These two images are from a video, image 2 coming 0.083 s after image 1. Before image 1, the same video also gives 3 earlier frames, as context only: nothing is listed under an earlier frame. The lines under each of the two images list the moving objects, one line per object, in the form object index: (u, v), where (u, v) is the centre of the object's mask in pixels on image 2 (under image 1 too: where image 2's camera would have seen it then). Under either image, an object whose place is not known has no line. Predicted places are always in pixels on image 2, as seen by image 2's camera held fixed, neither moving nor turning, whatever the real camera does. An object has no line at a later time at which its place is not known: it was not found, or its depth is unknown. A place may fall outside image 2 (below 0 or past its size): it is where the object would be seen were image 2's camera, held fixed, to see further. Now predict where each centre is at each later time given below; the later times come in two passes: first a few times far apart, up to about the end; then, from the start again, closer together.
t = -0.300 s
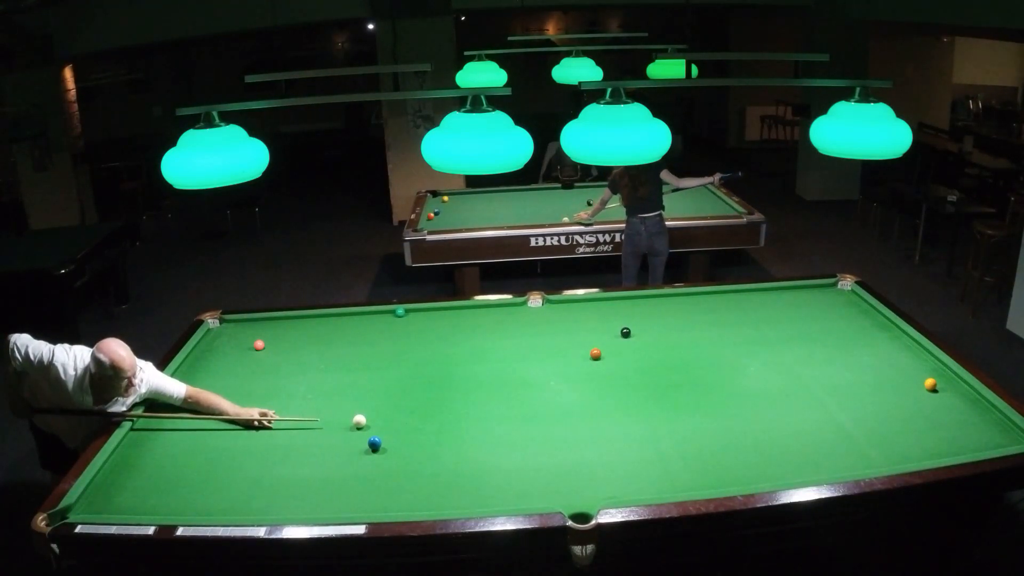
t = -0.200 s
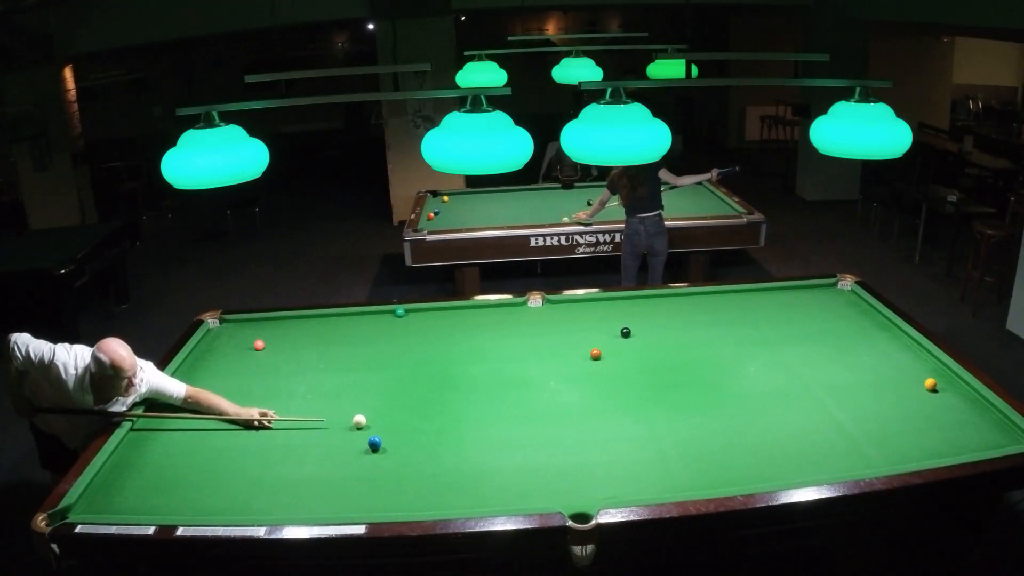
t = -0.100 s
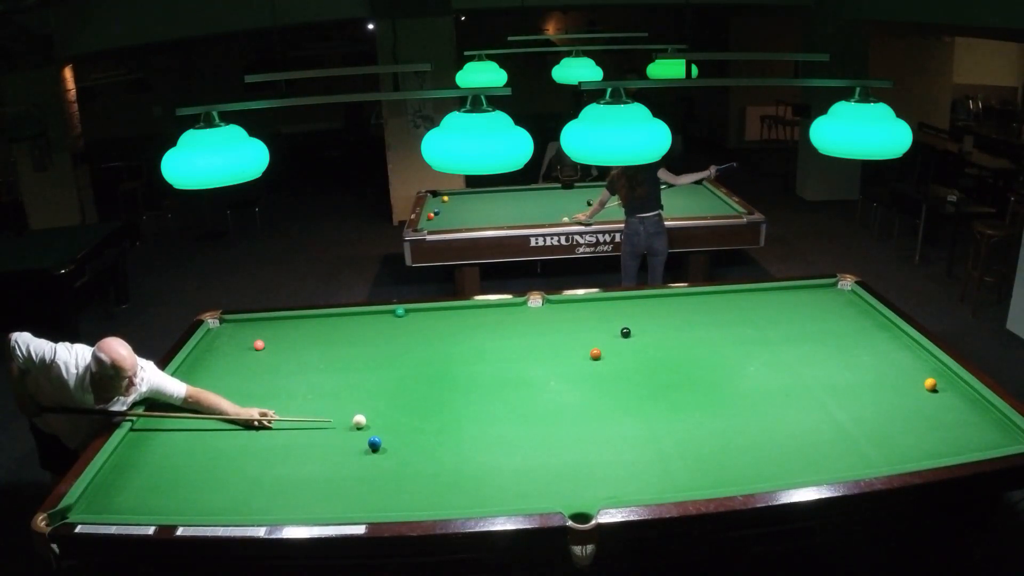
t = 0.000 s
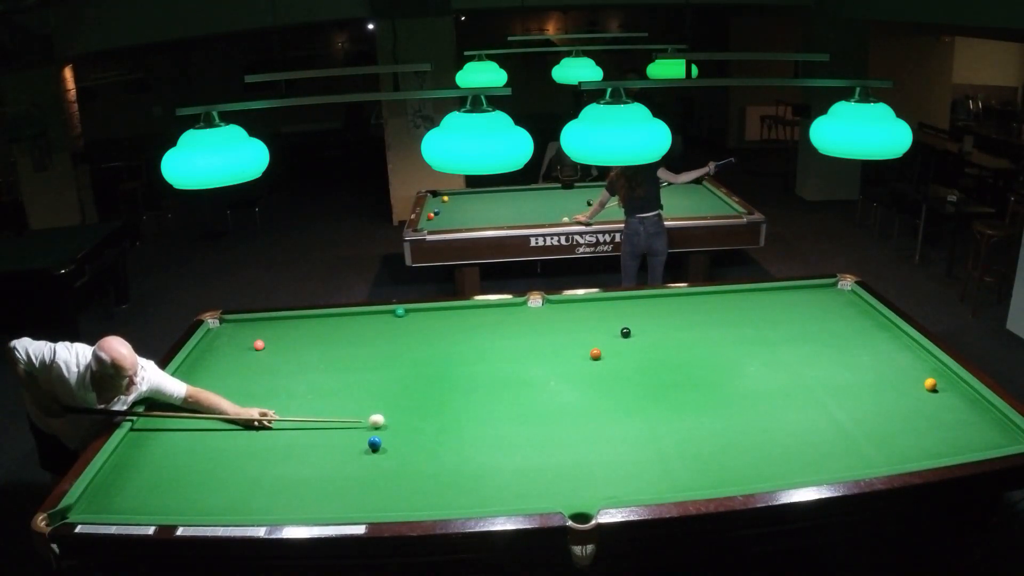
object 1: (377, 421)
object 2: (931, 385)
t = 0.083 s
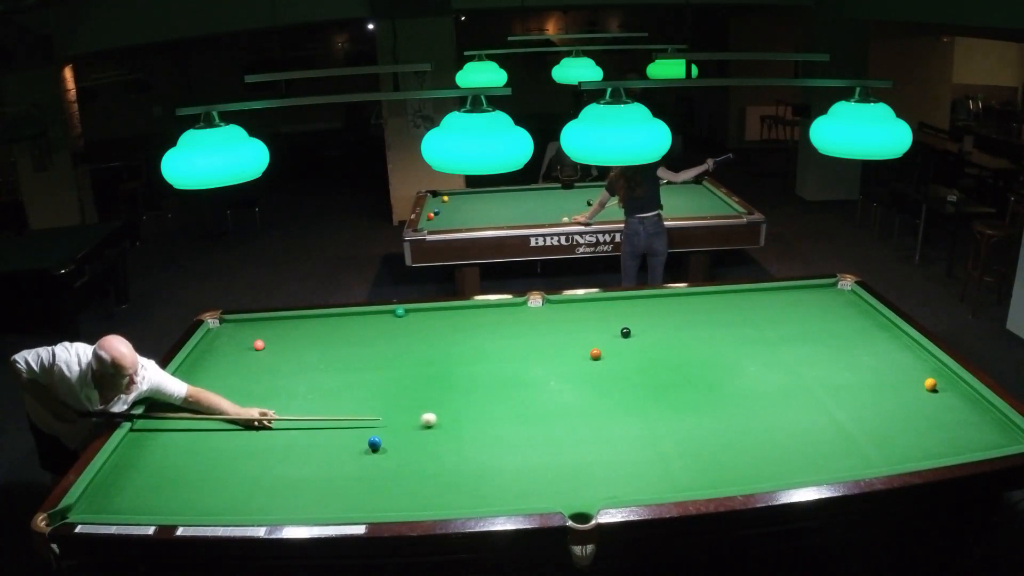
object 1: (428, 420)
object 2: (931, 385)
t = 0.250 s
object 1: (517, 417)
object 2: (931, 385)
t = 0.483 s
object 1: (629, 412)
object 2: (931, 385)
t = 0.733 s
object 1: (744, 405)
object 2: (931, 385)
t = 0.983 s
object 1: (849, 397)
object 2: (931, 385)
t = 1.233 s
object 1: (941, 391)
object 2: (931, 382)
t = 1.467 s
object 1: (962, 405)
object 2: (936, 368)
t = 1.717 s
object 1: (926, 424)
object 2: (926, 359)
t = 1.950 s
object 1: (889, 444)
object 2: (909, 354)
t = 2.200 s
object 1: (846, 465)
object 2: (892, 349)
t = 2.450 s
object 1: (796, 472)
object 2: (877, 345)
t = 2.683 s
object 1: (748, 469)
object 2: (864, 341)
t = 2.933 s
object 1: (698, 465)
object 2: (851, 337)
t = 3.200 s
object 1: (648, 461)
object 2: (840, 333)
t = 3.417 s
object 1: (608, 458)
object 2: (832, 331)
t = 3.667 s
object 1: (565, 454)
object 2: (824, 328)
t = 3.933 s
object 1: (522, 449)
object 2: (816, 325)
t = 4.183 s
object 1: (485, 445)
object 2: (810, 323)
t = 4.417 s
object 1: (452, 442)
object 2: (806, 322)
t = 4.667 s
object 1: (420, 438)
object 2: (802, 320)
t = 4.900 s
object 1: (393, 434)
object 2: (800, 319)
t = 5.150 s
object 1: (365, 430)
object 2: (799, 319)
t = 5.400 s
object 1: (340, 428)
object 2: (799, 318)
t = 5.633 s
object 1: (319, 425)
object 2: (798, 318)
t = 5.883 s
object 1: (298, 422)
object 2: (799, 318)
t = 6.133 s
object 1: (280, 420)
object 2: (799, 318)
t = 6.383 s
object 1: (263, 417)
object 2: (798, 318)
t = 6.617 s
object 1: (249, 415)
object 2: (798, 318)
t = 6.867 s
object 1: (236, 413)
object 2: (798, 318)
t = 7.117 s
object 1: (224, 411)
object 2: (798, 318)
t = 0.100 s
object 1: (438, 420)
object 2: (931, 385)
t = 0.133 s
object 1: (457, 419)
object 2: (931, 385)
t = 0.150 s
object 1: (466, 419)
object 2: (931, 385)
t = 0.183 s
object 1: (484, 419)
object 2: (931, 385)
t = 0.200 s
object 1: (492, 418)
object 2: (931, 385)
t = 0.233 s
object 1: (508, 418)
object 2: (931, 385)
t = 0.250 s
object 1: (517, 417)
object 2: (931, 385)
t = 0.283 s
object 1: (533, 417)
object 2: (931, 385)
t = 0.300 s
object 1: (541, 416)
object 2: (931, 385)
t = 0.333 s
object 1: (557, 416)
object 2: (931, 385)
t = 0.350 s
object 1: (565, 415)
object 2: (931, 385)
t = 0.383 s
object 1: (581, 414)
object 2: (931, 385)
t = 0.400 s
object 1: (589, 414)
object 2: (931, 385)
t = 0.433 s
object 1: (605, 413)
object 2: (931, 385)
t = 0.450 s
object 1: (613, 413)
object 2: (931, 385)
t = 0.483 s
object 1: (629, 412)
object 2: (931, 385)
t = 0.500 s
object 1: (637, 412)
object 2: (931, 385)
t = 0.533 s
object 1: (653, 411)
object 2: (931, 385)
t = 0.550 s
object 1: (661, 411)
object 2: (931, 385)
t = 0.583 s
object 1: (676, 410)
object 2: (931, 385)
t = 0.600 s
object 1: (684, 409)
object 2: (931, 385)
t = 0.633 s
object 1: (699, 408)
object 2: (931, 385)
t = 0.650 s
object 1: (707, 407)
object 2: (931, 385)
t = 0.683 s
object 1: (722, 406)
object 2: (931, 385)
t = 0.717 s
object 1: (737, 405)
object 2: (931, 385)
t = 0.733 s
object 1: (744, 405)
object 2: (931, 385)
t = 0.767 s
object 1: (758, 404)
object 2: (931, 385)
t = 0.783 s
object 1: (766, 404)
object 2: (931, 385)
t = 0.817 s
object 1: (780, 403)
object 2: (931, 385)
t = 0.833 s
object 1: (787, 402)
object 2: (931, 385)
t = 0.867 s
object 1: (801, 401)
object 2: (931, 385)
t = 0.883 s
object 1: (808, 400)
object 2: (931, 385)
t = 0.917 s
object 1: (822, 399)
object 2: (931, 385)
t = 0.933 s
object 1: (828, 399)
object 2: (931, 385)
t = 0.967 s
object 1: (842, 398)
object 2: (931, 385)
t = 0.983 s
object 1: (849, 397)
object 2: (931, 385)
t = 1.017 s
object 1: (862, 396)
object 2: (931, 385)
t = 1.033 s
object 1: (868, 396)
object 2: (931, 385)
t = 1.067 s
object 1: (881, 395)
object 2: (931, 385)
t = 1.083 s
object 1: (887, 394)
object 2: (931, 385)
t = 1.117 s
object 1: (900, 393)
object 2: (931, 385)
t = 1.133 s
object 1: (906, 392)
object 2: (931, 385)
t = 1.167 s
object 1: (918, 391)
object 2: (931, 385)
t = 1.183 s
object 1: (924, 391)
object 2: (932, 385)
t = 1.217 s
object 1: (936, 391)
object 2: (930, 382)
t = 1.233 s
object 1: (941, 391)
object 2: (931, 382)
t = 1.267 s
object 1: (951, 393)
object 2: (933, 380)
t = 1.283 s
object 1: (957, 394)
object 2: (933, 379)
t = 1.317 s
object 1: (968, 395)
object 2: (934, 376)
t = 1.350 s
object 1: (979, 397)
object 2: (934, 375)
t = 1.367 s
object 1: (976, 398)
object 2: (934, 373)
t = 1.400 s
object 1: (971, 400)
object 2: (935, 372)
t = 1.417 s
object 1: (968, 401)
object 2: (935, 371)
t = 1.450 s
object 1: (964, 404)
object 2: (936, 369)
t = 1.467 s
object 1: (962, 405)
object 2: (936, 368)
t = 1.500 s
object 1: (957, 408)
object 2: (937, 366)
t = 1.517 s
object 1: (955, 409)
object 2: (937, 365)
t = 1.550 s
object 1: (950, 411)
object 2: (938, 363)
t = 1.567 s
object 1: (948, 413)
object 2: (938, 363)
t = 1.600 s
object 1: (943, 415)
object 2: (935, 362)
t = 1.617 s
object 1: (941, 416)
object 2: (934, 361)
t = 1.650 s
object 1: (936, 419)
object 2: (931, 361)
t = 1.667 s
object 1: (934, 420)
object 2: (930, 360)
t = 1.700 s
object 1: (929, 423)
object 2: (927, 359)
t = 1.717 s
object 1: (926, 424)
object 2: (926, 359)
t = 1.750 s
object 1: (921, 427)
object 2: (923, 358)
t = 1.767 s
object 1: (919, 428)
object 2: (922, 358)
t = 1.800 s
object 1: (913, 431)
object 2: (920, 357)
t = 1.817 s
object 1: (911, 432)
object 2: (918, 357)
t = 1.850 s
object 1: (906, 435)
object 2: (916, 356)
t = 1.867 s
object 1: (903, 437)
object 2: (915, 356)
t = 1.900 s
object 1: (898, 439)
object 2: (912, 355)
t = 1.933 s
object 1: (892, 442)
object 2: (910, 355)
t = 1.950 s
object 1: (889, 444)
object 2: (909, 354)
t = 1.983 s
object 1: (884, 446)
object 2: (906, 353)
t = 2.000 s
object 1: (881, 448)
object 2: (905, 353)
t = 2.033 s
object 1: (876, 450)
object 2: (903, 352)
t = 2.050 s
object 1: (873, 452)
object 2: (902, 352)
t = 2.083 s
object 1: (867, 455)
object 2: (900, 351)
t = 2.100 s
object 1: (864, 456)
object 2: (899, 351)
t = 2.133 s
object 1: (859, 459)
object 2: (896, 351)
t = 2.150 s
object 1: (856, 460)
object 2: (895, 350)
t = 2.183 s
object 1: (849, 464)
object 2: (893, 350)
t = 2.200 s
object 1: (846, 465)
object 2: (892, 349)
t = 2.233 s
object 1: (840, 467)
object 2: (890, 349)
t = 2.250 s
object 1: (837, 468)
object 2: (889, 348)
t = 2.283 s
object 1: (831, 470)
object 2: (887, 348)
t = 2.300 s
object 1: (828, 472)
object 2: (886, 347)
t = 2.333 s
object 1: (821, 472)
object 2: (884, 347)
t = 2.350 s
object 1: (817, 471)
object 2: (882, 347)
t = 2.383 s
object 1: (810, 471)
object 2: (881, 346)
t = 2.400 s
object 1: (807, 471)
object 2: (880, 346)
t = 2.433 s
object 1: (799, 472)
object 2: (878, 345)
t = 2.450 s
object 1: (796, 472)
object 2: (877, 345)
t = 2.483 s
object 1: (789, 471)
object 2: (875, 344)
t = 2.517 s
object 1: (782, 471)
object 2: (873, 344)
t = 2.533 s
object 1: (779, 471)
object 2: (872, 343)
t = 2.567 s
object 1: (772, 470)
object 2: (870, 343)
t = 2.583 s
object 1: (769, 470)
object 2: (869, 343)
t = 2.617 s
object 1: (762, 470)
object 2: (867, 342)
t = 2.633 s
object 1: (758, 470)
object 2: (867, 342)
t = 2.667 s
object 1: (751, 469)
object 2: (865, 341)
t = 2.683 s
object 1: (748, 469)
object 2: (864, 341)
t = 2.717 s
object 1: (741, 468)
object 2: (862, 340)
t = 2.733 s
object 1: (738, 468)
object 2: (861, 340)
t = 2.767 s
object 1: (731, 467)
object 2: (860, 340)
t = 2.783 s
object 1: (728, 467)
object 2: (859, 339)
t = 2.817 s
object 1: (721, 467)
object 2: (857, 339)
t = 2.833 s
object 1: (718, 466)
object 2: (856, 339)
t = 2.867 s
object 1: (712, 466)
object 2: (855, 338)
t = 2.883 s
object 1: (708, 466)
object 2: (854, 338)
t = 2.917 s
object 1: (702, 465)
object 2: (852, 337)
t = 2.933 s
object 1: (698, 465)
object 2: (851, 337)
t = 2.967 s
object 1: (692, 465)
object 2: (850, 337)
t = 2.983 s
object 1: (689, 464)
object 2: (849, 336)
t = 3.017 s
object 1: (682, 464)
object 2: (848, 336)
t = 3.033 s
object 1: (679, 463)
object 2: (847, 336)
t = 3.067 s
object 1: (673, 463)
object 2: (845, 335)
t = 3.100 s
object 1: (666, 463)
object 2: (844, 335)
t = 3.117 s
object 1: (663, 462)
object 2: (843, 334)
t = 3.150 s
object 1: (657, 462)
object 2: (842, 334)
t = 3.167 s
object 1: (654, 462)
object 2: (842, 334)
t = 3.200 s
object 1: (648, 461)
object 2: (840, 333)
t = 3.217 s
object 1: (644, 461)
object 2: (839, 333)
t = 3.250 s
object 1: (638, 460)
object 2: (838, 333)
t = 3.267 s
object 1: (635, 460)
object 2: (837, 333)
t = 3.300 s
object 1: (629, 459)
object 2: (836, 332)
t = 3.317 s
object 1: (626, 459)
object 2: (835, 332)
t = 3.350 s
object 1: (620, 458)
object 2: (834, 331)
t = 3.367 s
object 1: (617, 458)
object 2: (834, 331)
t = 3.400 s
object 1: (611, 458)
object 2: (832, 331)
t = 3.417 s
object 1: (608, 458)
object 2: (832, 331)
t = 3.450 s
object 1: (602, 457)
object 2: (831, 330)
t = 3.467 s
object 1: (599, 457)
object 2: (830, 330)
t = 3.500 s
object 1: (594, 456)
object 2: (829, 330)
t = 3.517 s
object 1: (591, 456)
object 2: (828, 329)
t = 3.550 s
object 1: (585, 456)
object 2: (827, 329)
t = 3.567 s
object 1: (582, 455)
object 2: (827, 329)
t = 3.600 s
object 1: (576, 455)
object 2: (826, 328)
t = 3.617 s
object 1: (574, 455)
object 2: (825, 328)
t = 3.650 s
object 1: (568, 453)
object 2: (824, 328)
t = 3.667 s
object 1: (565, 454)
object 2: (824, 328)
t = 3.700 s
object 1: (560, 453)
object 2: (822, 328)
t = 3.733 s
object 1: (554, 452)
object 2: (821, 327)
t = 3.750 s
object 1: (551, 452)
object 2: (821, 327)
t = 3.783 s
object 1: (546, 452)
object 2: (820, 327)
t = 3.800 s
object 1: (543, 451)
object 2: (820, 326)
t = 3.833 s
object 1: (538, 451)
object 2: (819, 326)
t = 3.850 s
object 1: (535, 451)
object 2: (818, 326)
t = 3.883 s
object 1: (530, 450)
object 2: (817, 326)
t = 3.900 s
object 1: (528, 450)
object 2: (817, 325)
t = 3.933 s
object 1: (522, 449)
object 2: (816, 325)
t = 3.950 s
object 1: (520, 449)
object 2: (816, 325)
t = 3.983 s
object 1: (514, 449)
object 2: (815, 325)
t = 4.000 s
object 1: (512, 448)
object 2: (814, 325)
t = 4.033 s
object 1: (507, 448)
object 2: (814, 324)
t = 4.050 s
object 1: (504, 448)
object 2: (813, 324)
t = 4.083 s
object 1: (500, 447)
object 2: (812, 324)
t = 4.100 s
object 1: (497, 447)
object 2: (812, 324)
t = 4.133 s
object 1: (492, 446)
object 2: (811, 324)
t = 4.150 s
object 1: (489, 446)
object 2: (811, 324)
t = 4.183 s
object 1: (485, 445)
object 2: (810, 323)
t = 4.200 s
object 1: (483, 445)
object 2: (810, 323)
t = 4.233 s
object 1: (478, 445)
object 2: (809, 323)
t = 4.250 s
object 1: (475, 444)
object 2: (809, 323)
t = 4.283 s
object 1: (470, 444)
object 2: (808, 323)
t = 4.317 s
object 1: (466, 443)
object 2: (808, 322)
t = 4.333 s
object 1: (464, 443)
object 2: (807, 322)
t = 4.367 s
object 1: (459, 443)
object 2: (807, 322)
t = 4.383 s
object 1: (457, 442)
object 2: (806, 322)
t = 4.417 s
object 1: (452, 442)
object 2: (806, 322)
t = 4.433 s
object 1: (450, 442)
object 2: (806, 322)
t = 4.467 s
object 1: (446, 441)
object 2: (805, 321)
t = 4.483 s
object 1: (443, 441)
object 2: (805, 321)
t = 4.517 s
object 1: (439, 440)
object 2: (804, 321)
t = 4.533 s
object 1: (437, 440)
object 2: (804, 321)
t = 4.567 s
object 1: (432, 440)
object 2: (804, 321)
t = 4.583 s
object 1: (430, 439)
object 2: (804, 321)
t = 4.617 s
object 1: (426, 439)
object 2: (803, 321)
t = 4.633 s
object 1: (424, 439)
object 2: (803, 321)
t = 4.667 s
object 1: (420, 438)
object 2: (802, 320)
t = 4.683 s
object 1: (418, 438)
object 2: (802, 320)
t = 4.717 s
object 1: (414, 437)
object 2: (802, 320)
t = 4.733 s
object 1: (412, 437)
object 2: (802, 320)
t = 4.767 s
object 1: (408, 436)
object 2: (801, 320)
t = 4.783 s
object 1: (406, 436)
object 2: (801, 320)
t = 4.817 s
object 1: (402, 435)
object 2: (801, 320)
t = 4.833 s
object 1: (400, 435)
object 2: (801, 320)
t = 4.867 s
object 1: (396, 435)
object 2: (800, 320)
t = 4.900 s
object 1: (393, 434)
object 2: (800, 319)
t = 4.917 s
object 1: (390, 434)
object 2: (800, 319)
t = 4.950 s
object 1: (387, 433)
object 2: (800, 319)
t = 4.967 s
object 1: (386, 433)
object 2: (800, 319)
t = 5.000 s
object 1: (382, 432)
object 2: (800, 319)
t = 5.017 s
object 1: (380, 432)
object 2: (799, 319)
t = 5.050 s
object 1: (376, 430)
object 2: (799, 319)
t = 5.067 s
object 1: (374, 430)
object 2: (799, 319)
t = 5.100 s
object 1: (371, 430)
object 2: (799, 319)
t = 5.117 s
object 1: (369, 430)
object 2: (799, 319)
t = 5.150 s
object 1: (365, 430)
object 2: (799, 319)
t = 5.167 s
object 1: (364, 430)
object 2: (799, 319)
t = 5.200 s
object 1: (360, 430)
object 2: (799, 319)
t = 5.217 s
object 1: (358, 430)
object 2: (799, 319)
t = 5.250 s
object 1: (355, 429)
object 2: (799, 319)
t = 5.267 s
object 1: (353, 429)
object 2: (799, 319)
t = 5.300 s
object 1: (350, 429)
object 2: (799, 318)
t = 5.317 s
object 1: (349, 429)
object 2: (799, 318)
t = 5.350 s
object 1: (345, 428)
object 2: (799, 318)
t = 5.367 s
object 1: (344, 428)
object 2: (799, 318)
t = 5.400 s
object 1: (340, 428)
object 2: (799, 318)
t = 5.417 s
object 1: (339, 427)
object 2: (799, 318)
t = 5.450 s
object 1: (336, 427)
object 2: (799, 318)
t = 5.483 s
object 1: (333, 427)
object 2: (798, 318)
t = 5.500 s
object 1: (331, 426)
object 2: (799, 318)
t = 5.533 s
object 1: (328, 427)
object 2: (798, 318)
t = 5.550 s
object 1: (327, 426)
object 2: (798, 318)
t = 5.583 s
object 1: (324, 425)
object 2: (798, 318)
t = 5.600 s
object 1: (322, 425)
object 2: (798, 318)
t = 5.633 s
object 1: (319, 425)
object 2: (798, 318)
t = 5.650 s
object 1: (318, 424)
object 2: (798, 318)
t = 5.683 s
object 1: (315, 424)
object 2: (798, 318)
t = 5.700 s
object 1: (313, 424)
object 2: (798, 318)
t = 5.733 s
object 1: (311, 424)
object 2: (798, 318)
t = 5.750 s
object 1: (309, 424)
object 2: (798, 318)
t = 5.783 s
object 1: (307, 423)
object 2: (798, 318)
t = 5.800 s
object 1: (305, 423)
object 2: (798, 318)
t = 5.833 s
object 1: (302, 423)
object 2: (798, 318)
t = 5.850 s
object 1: (301, 423)
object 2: (798, 318)
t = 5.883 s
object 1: (298, 422)
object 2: (799, 318)
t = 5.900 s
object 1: (297, 422)
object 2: (799, 318)
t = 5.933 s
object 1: (295, 422)
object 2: (799, 318)
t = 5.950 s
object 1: (293, 422)
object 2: (798, 318)
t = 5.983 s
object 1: (291, 421)
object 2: (798, 318)
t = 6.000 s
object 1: (290, 421)
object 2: (799, 318)
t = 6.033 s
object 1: (287, 421)
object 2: (798, 318)
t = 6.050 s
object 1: (286, 421)
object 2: (798, 318)
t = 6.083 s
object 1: (283, 420)
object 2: (799, 318)
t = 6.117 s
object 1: (281, 420)
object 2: (799, 318)
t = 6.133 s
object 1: (280, 420)
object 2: (799, 318)
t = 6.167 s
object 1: (278, 420)
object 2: (798, 318)
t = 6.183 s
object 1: (276, 419)
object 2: (798, 318)
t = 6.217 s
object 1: (274, 419)
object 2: (798, 318)
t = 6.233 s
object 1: (274, 419)
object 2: (798, 318)
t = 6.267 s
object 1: (271, 419)
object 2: (798, 318)
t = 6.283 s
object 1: (270, 419)
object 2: (798, 318)
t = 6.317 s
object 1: (268, 418)
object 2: (798, 318)
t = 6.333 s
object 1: (266, 418)
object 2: (798, 318)
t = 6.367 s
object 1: (264, 418)
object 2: (798, 318)
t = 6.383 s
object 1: (263, 417)
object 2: (798, 318)
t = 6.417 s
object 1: (262, 417)
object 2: (798, 318)
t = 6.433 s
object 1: (260, 417)
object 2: (798, 318)
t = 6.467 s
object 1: (258, 417)
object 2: (798, 318)
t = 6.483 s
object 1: (258, 416)
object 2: (798, 318)
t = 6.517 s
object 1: (255, 416)
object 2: (798, 318)
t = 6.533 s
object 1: (254, 416)
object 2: (798, 318)
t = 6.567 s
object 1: (252, 416)
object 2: (798, 318)
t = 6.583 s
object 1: (252, 415)
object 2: (798, 318)
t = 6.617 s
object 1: (249, 415)
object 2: (798, 318)
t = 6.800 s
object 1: (240, 413)
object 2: (799, 318)
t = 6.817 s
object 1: (239, 413)
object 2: (799, 318)
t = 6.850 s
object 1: (237, 413)
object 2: (799, 318)
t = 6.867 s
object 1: (236, 413)
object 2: (798, 318)
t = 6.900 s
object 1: (235, 412)
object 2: (798, 318)
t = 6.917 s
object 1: (234, 412)
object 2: (798, 318)
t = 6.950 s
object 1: (233, 412)
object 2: (798, 318)
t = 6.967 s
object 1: (232, 412)
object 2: (798, 318)
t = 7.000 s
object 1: (230, 412)
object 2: (798, 318)
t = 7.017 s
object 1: (229, 412)
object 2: (798, 318)
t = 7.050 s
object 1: (227, 411)
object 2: (798, 318)
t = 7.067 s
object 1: (227, 411)
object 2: (798, 318)
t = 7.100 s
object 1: (225, 411)
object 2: (798, 318)
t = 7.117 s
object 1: (224, 411)
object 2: (798, 318)
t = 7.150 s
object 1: (223, 411)
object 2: (798, 318)
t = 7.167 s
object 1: (222, 410)
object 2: (798, 318)
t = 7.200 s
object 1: (221, 410)
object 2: (798, 318)
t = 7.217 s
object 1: (220, 410)
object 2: (798, 318)
